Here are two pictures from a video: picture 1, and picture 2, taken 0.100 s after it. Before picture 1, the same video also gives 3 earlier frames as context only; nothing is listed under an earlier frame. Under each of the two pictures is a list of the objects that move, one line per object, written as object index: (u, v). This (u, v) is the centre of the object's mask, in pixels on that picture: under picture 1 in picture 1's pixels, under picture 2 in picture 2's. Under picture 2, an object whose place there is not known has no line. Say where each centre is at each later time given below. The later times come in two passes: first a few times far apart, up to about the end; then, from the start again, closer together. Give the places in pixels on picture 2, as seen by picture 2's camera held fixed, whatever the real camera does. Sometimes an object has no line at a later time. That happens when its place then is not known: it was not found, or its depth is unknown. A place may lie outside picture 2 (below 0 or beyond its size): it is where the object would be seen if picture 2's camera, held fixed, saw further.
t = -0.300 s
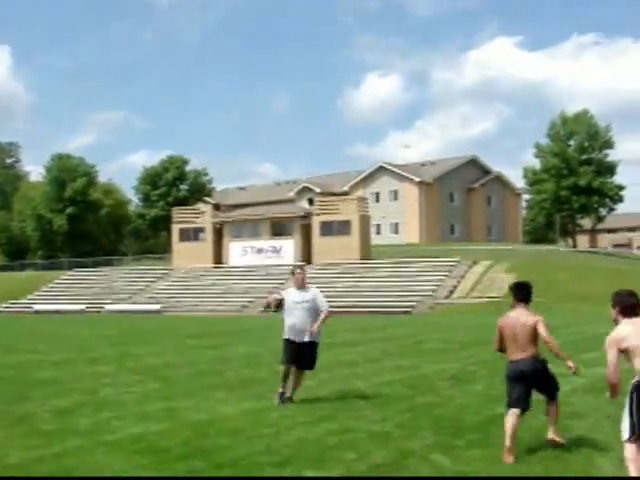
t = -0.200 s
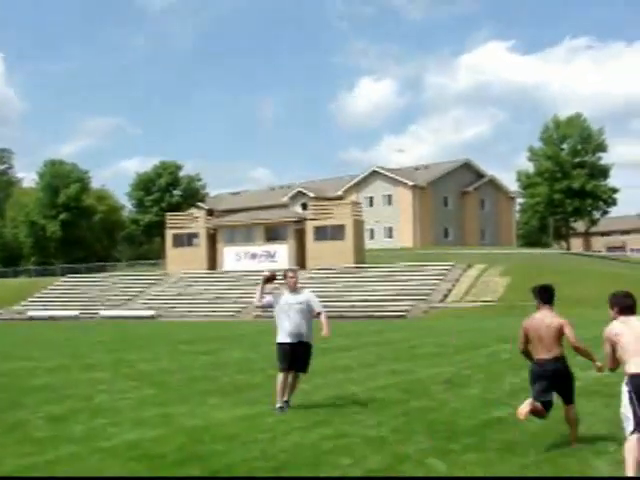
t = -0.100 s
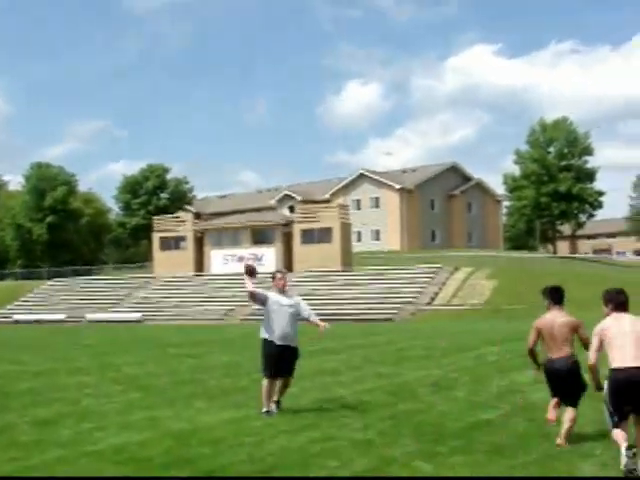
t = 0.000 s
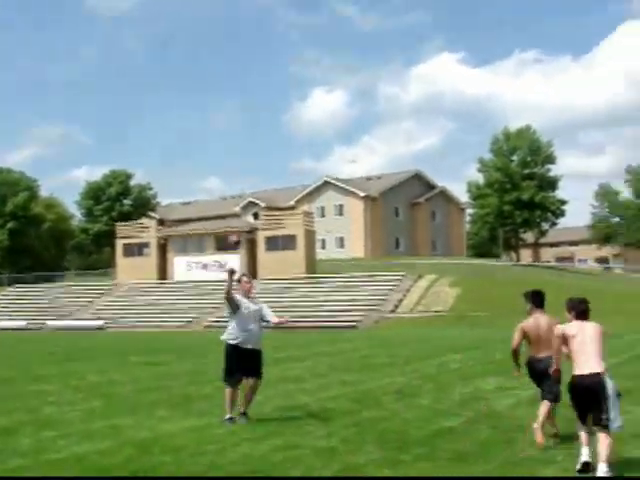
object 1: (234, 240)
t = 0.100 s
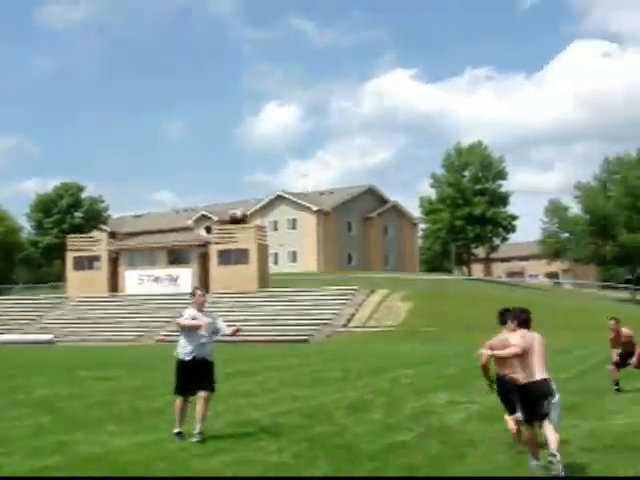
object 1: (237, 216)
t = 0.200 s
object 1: (298, 179)
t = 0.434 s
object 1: (518, 99)
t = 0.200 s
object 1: (298, 179)
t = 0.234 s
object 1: (322, 167)
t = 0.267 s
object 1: (348, 156)
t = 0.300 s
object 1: (375, 143)
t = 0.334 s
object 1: (405, 132)
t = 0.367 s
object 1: (437, 122)
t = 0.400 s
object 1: (475, 111)
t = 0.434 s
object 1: (518, 99)
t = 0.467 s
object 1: (564, 89)
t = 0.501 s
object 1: (615, 80)
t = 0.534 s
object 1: (675, 69)
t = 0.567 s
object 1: (744, 59)
